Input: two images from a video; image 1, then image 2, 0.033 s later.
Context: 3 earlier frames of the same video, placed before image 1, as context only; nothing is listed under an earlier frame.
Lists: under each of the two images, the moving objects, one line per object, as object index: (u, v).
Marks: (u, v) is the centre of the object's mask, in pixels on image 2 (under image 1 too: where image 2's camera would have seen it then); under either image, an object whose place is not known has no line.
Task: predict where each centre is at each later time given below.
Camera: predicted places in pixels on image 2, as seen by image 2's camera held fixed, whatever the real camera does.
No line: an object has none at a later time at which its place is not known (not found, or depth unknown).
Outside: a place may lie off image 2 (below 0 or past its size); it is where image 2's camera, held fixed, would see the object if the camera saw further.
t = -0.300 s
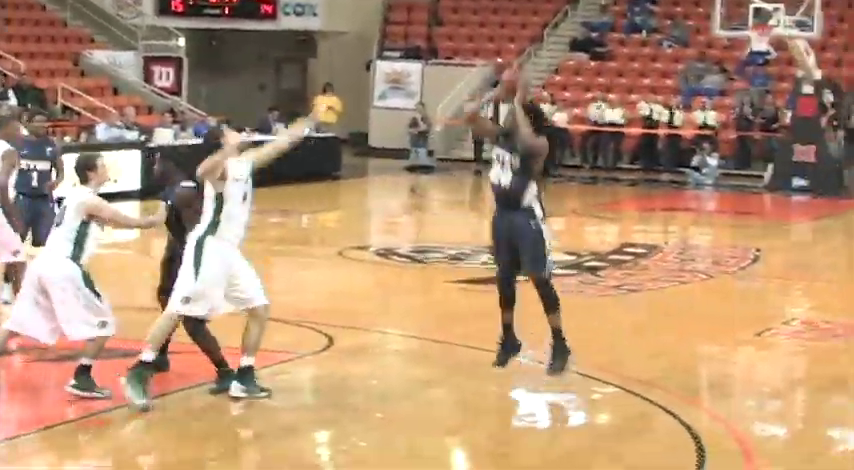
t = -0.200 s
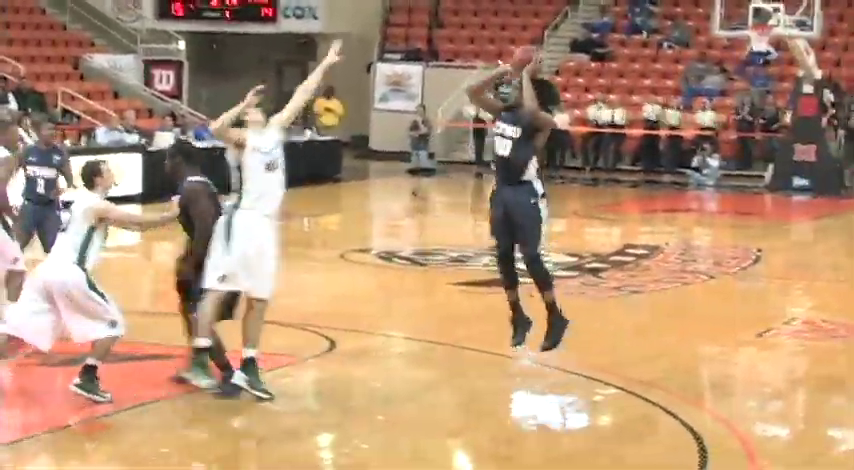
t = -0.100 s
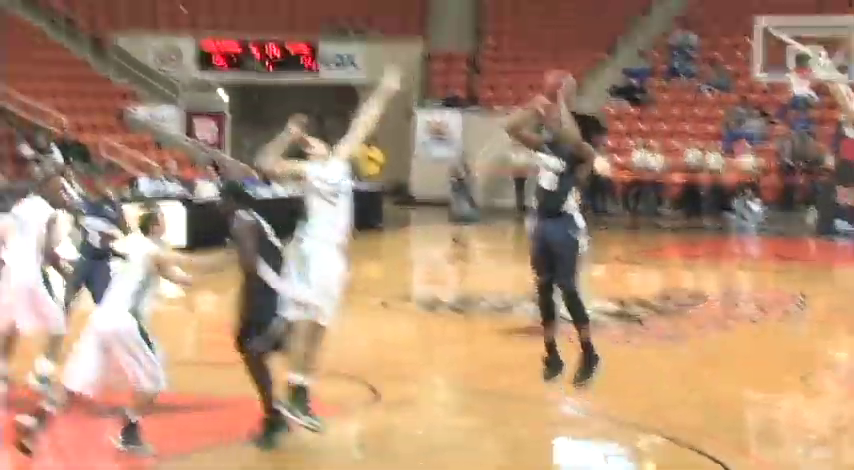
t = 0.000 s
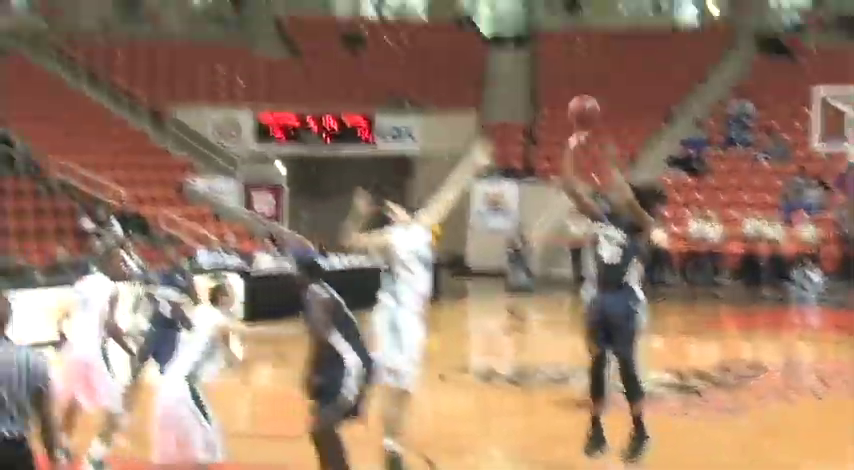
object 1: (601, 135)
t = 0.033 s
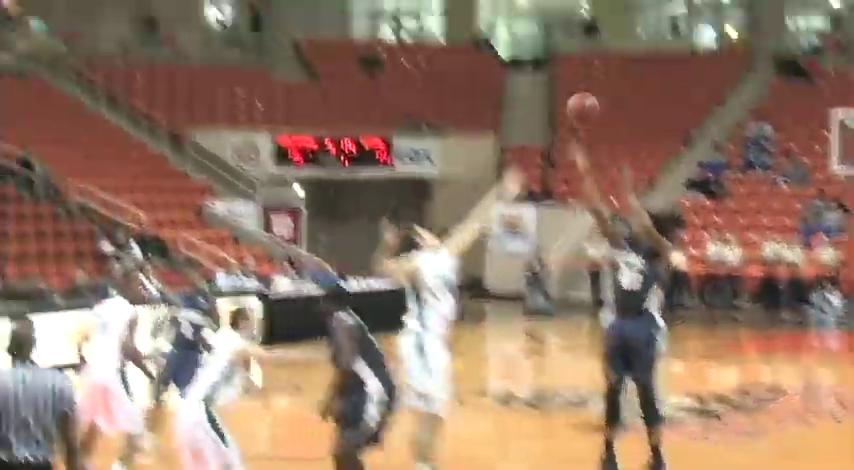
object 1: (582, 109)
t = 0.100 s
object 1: (545, 61)
